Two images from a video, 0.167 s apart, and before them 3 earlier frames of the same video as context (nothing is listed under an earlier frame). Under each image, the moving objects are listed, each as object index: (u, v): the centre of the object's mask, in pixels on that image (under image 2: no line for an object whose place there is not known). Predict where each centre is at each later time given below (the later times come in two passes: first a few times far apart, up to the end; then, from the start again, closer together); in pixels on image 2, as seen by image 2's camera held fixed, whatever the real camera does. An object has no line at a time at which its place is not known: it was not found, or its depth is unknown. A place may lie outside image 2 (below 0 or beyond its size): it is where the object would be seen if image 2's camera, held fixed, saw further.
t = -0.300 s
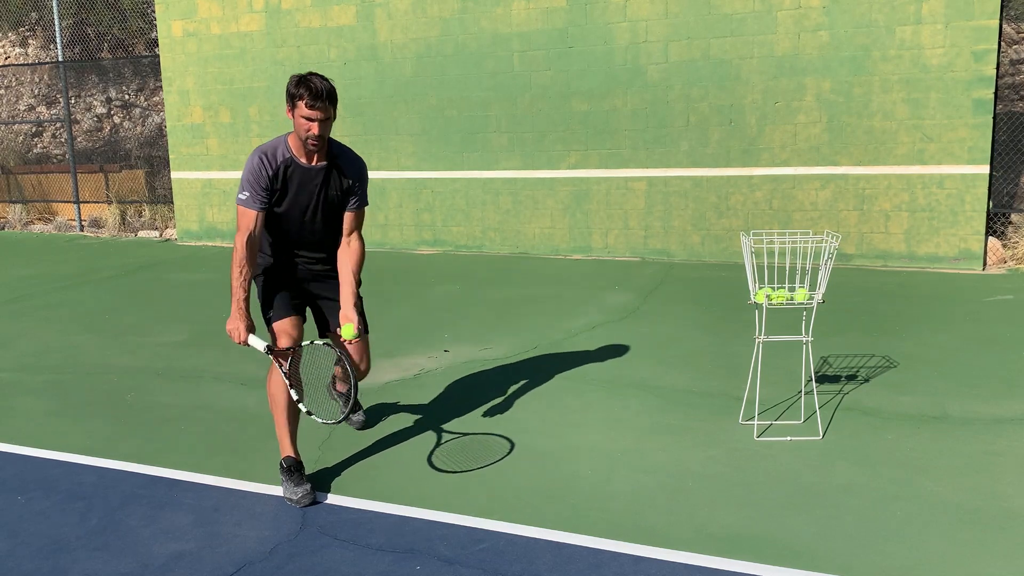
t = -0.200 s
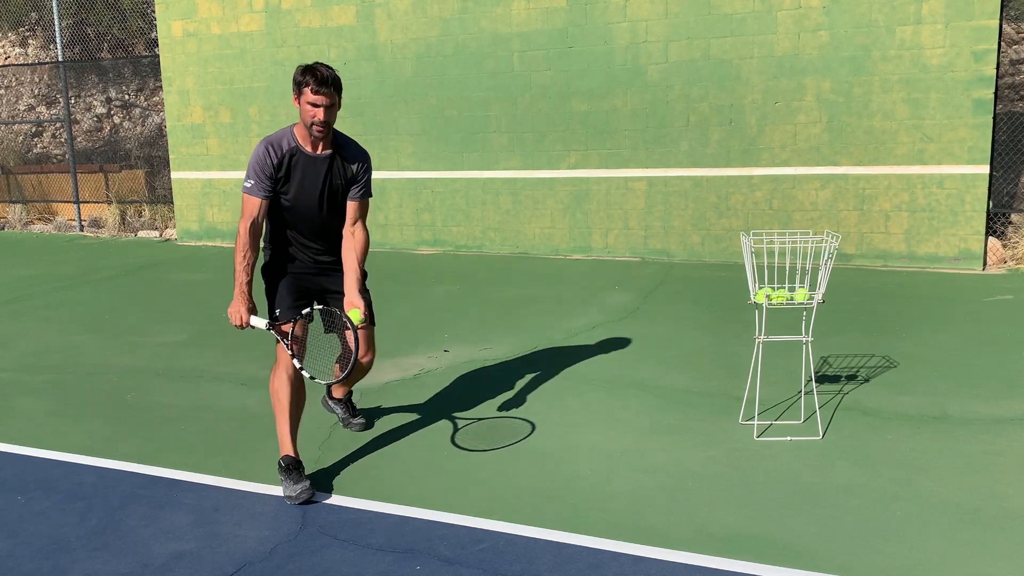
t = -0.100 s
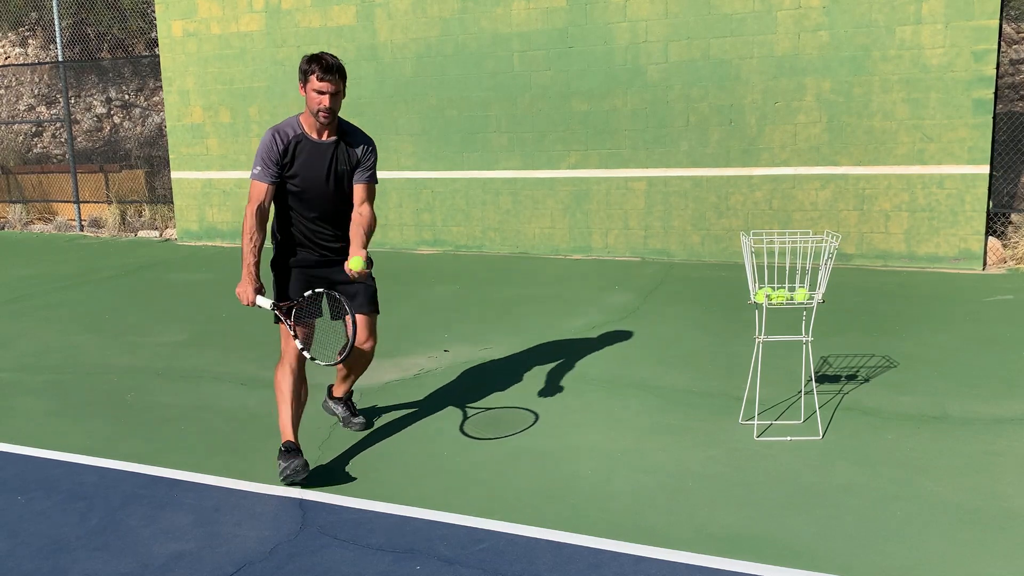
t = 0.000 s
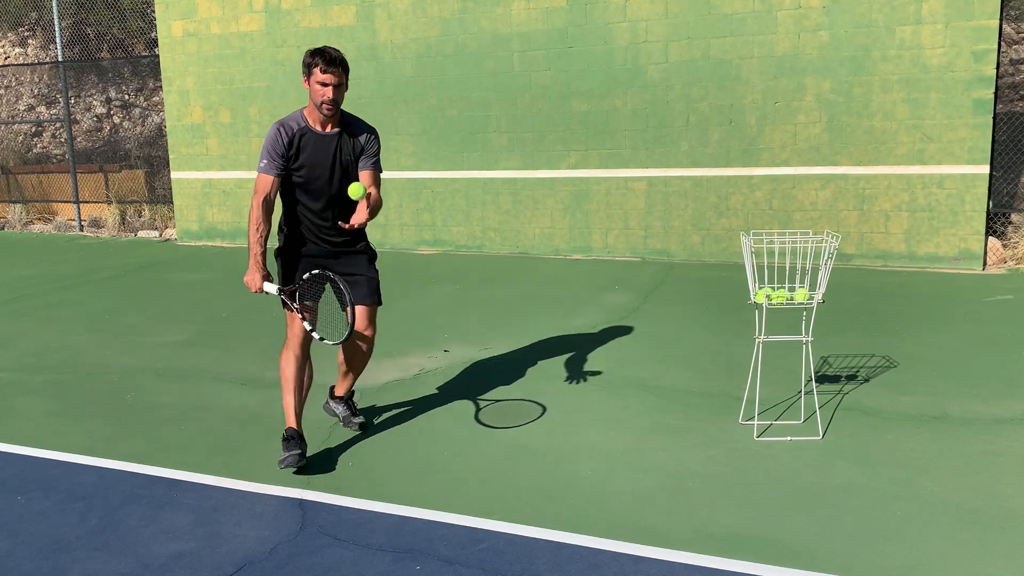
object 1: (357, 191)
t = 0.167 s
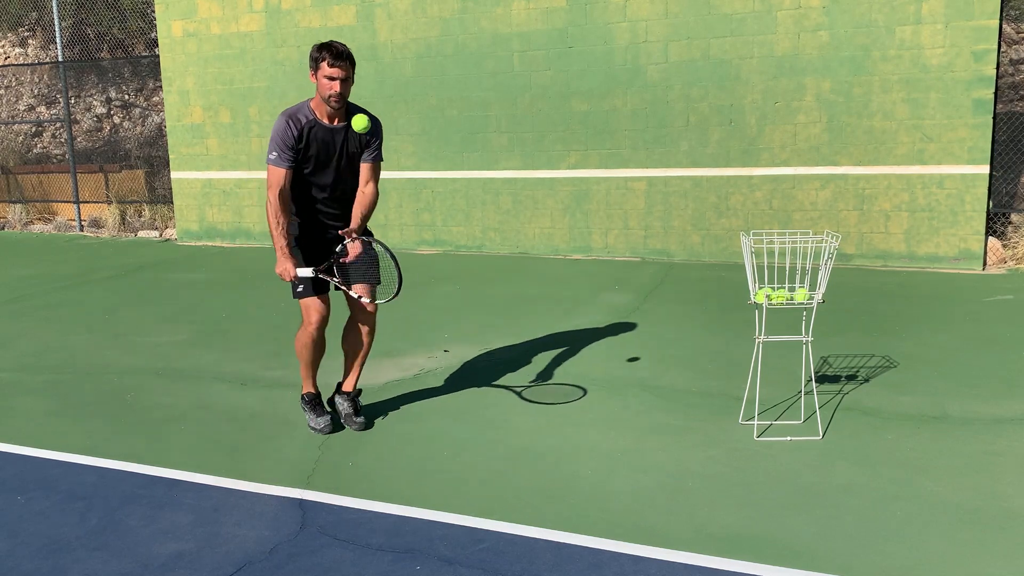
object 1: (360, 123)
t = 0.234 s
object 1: (364, 117)
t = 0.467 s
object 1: (380, 193)
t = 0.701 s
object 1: (401, 405)
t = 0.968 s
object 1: (416, 322)
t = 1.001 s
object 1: (418, 303)
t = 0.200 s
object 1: (362, 119)
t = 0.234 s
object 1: (364, 117)
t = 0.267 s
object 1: (365, 119)
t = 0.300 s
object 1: (367, 124)
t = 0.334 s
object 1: (369, 132)
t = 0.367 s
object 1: (372, 143)
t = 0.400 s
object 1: (374, 156)
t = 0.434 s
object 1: (377, 174)
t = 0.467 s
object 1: (380, 193)
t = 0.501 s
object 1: (382, 216)
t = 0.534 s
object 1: (386, 241)
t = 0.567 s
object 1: (389, 269)
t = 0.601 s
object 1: (391, 299)
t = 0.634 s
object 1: (395, 332)
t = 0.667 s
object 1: (398, 367)
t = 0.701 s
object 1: (401, 405)
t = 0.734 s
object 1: (404, 445)
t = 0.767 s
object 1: (408, 488)
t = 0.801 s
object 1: (409, 460)
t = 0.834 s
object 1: (410, 427)
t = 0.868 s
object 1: (412, 396)
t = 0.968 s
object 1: (416, 322)
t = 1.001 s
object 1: (418, 303)
